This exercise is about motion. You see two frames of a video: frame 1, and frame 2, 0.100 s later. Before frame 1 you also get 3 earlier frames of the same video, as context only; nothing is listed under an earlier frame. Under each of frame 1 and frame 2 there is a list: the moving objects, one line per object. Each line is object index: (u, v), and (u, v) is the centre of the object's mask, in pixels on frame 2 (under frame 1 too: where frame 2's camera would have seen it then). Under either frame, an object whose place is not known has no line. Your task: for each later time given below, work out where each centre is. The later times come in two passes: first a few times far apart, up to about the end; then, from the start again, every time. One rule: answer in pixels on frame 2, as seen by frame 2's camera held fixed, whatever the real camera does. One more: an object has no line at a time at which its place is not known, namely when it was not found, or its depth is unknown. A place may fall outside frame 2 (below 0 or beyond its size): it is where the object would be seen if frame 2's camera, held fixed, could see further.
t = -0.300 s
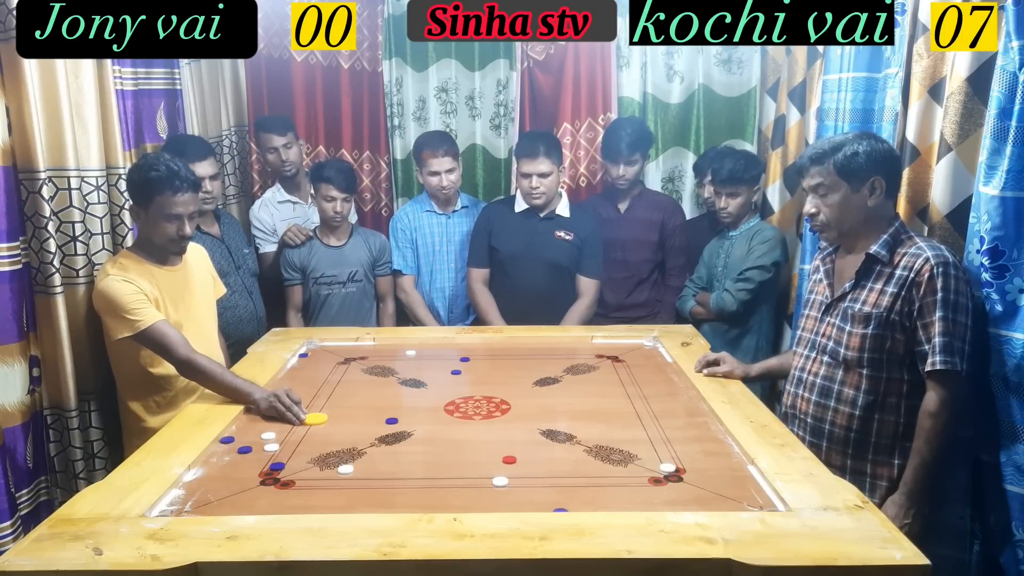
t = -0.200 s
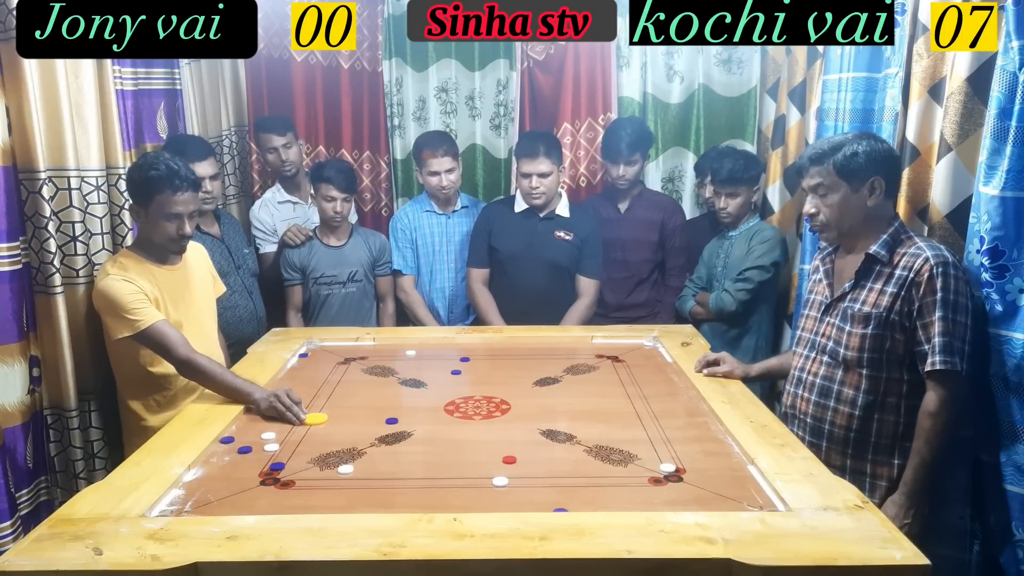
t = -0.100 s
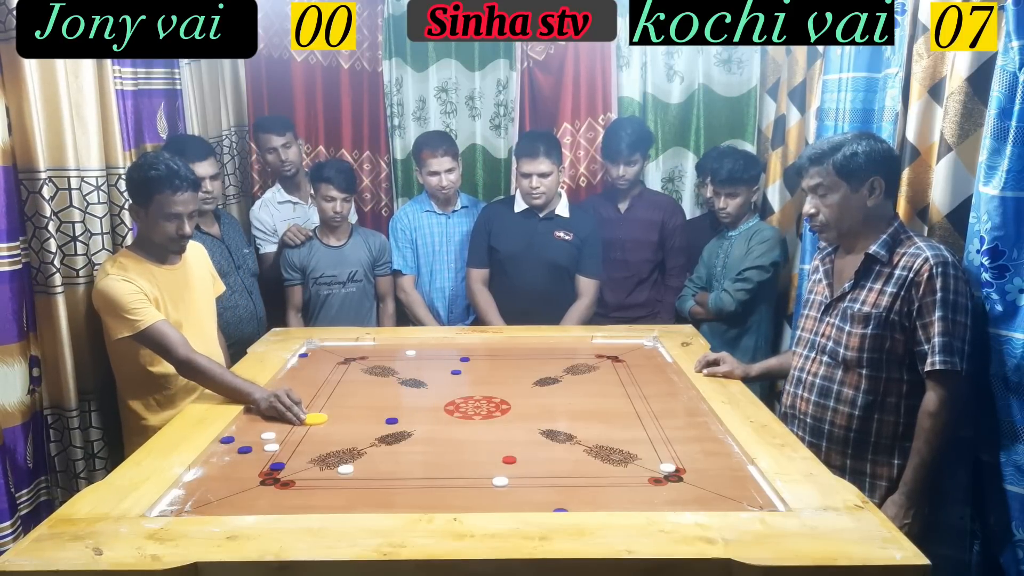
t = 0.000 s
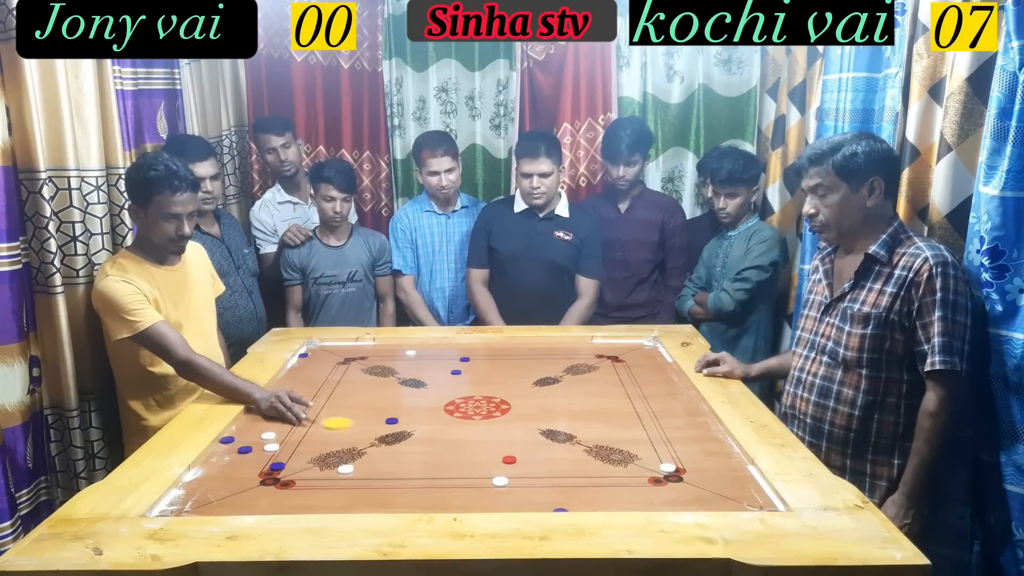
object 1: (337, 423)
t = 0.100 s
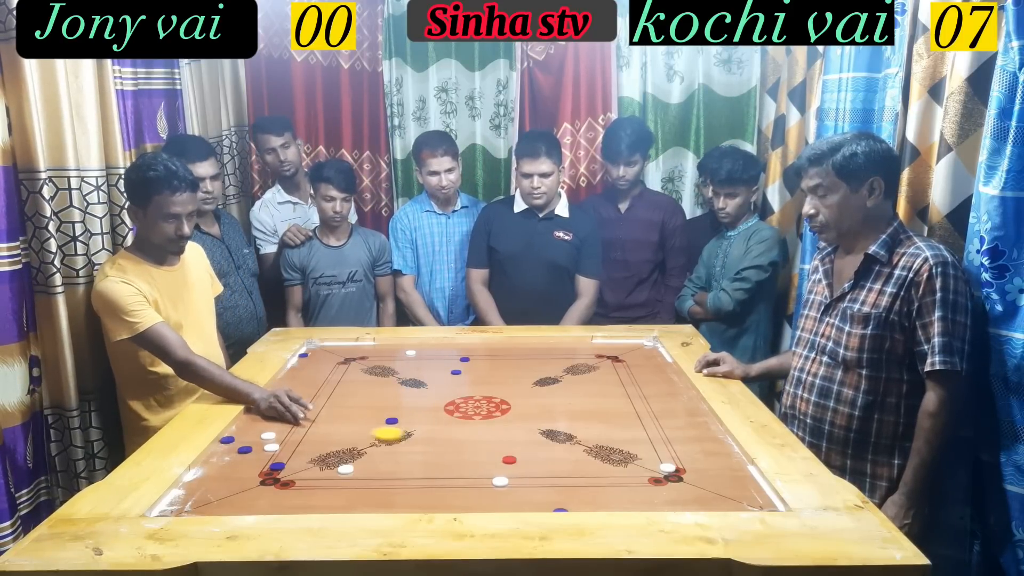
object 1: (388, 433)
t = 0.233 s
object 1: (455, 447)
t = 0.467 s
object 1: (546, 461)
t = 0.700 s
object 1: (607, 469)
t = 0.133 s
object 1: (405, 437)
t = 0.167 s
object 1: (423, 440)
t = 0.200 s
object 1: (438, 443)
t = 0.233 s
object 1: (455, 447)
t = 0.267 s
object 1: (472, 450)
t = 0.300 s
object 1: (488, 453)
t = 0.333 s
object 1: (502, 455)
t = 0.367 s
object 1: (514, 457)
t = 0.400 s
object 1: (525, 458)
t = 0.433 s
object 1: (536, 460)
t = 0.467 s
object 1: (546, 461)
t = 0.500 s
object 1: (556, 463)
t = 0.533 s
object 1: (566, 464)
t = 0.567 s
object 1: (575, 465)
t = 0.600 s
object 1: (584, 466)
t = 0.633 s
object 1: (592, 468)
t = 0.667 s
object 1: (599, 468)
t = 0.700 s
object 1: (607, 469)
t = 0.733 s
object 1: (614, 470)
